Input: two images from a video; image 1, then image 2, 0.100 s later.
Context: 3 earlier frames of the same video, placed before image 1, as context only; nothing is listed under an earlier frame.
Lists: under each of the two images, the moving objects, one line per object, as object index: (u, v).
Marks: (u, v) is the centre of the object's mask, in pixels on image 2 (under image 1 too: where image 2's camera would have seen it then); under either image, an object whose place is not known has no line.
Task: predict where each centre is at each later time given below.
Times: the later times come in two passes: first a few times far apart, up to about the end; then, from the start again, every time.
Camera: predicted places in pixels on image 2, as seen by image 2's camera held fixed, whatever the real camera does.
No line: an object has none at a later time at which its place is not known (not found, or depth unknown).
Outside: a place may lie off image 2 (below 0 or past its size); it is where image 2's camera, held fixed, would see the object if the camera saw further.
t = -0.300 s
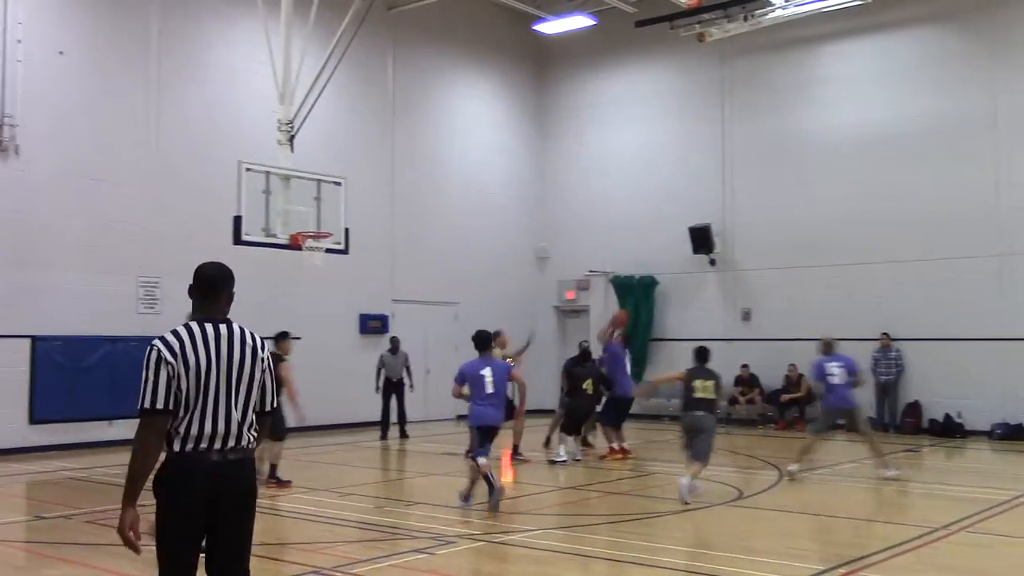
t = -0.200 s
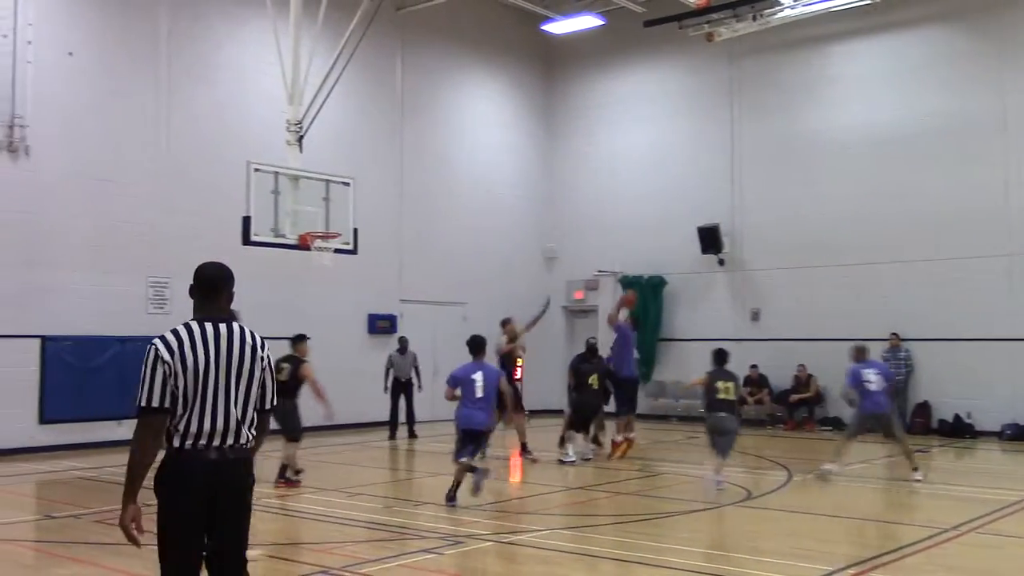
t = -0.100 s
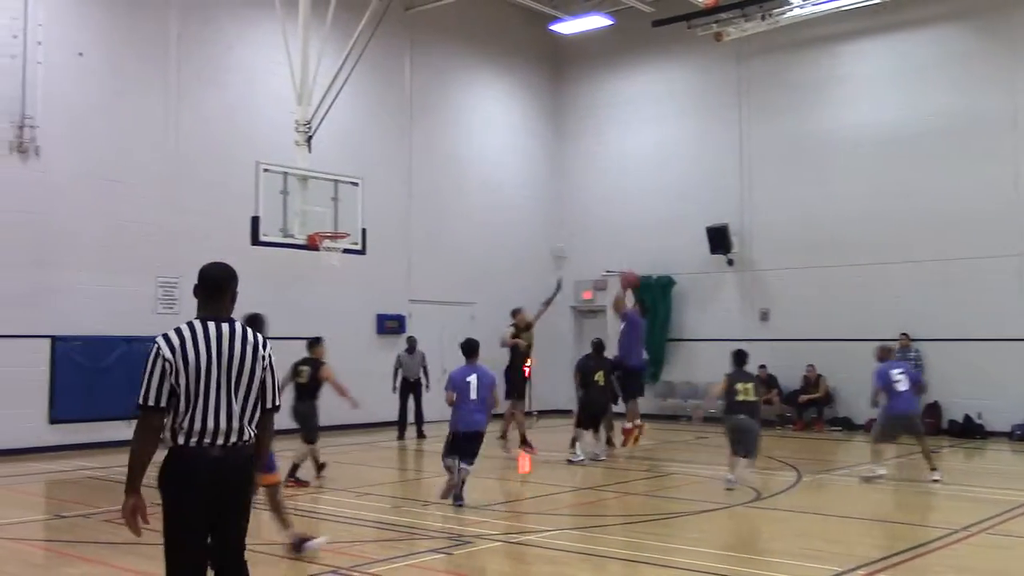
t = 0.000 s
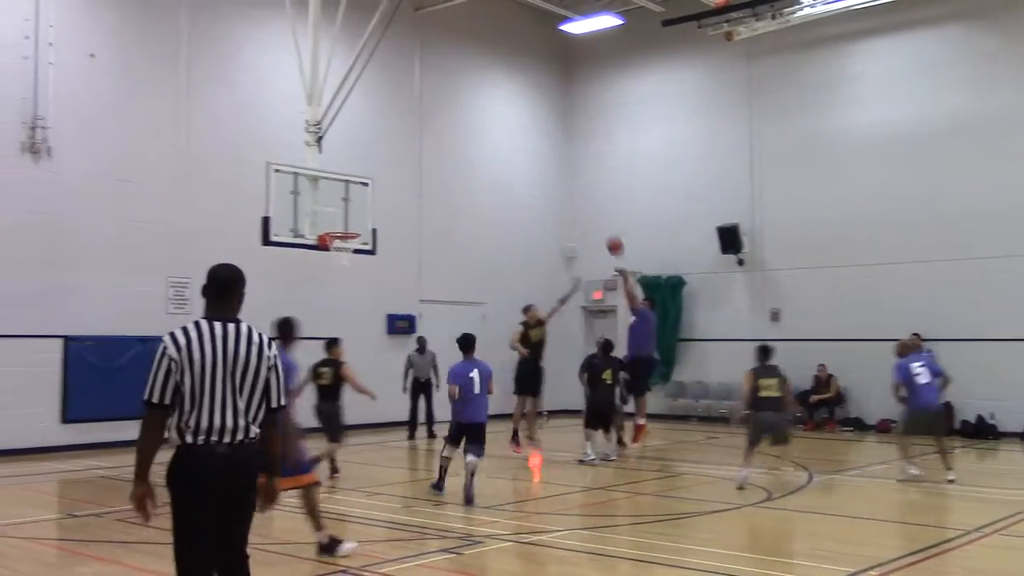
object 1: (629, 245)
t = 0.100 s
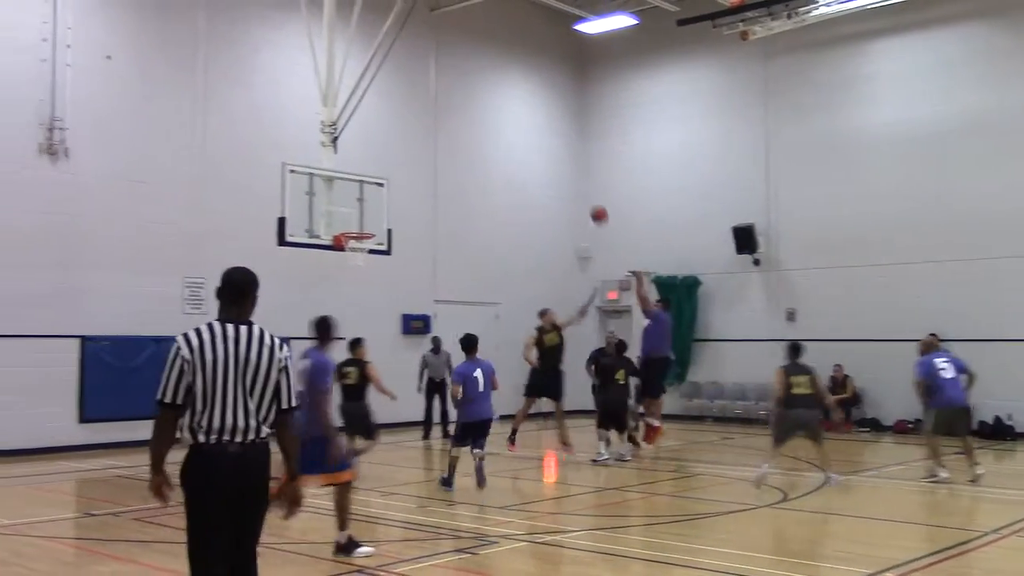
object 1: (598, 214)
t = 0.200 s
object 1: (569, 189)
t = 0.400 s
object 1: (508, 162)
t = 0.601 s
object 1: (448, 161)
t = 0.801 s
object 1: (389, 189)
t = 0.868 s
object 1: (368, 206)
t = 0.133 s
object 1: (589, 205)
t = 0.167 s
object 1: (579, 196)
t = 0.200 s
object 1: (569, 189)
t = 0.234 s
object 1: (559, 183)
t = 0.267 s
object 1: (548, 177)
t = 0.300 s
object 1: (539, 172)
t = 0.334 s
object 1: (528, 168)
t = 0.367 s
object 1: (519, 164)
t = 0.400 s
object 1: (508, 162)
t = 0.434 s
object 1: (498, 160)
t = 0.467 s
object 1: (488, 159)
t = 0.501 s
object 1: (478, 159)
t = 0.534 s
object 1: (468, 159)
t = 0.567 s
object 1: (458, 159)
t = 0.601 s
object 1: (448, 161)
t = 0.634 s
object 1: (439, 164)
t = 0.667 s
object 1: (429, 167)
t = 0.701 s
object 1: (419, 172)
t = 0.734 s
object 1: (409, 177)
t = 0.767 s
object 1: (399, 183)
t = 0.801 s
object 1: (389, 189)
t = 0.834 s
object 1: (378, 197)
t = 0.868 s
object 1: (368, 206)
